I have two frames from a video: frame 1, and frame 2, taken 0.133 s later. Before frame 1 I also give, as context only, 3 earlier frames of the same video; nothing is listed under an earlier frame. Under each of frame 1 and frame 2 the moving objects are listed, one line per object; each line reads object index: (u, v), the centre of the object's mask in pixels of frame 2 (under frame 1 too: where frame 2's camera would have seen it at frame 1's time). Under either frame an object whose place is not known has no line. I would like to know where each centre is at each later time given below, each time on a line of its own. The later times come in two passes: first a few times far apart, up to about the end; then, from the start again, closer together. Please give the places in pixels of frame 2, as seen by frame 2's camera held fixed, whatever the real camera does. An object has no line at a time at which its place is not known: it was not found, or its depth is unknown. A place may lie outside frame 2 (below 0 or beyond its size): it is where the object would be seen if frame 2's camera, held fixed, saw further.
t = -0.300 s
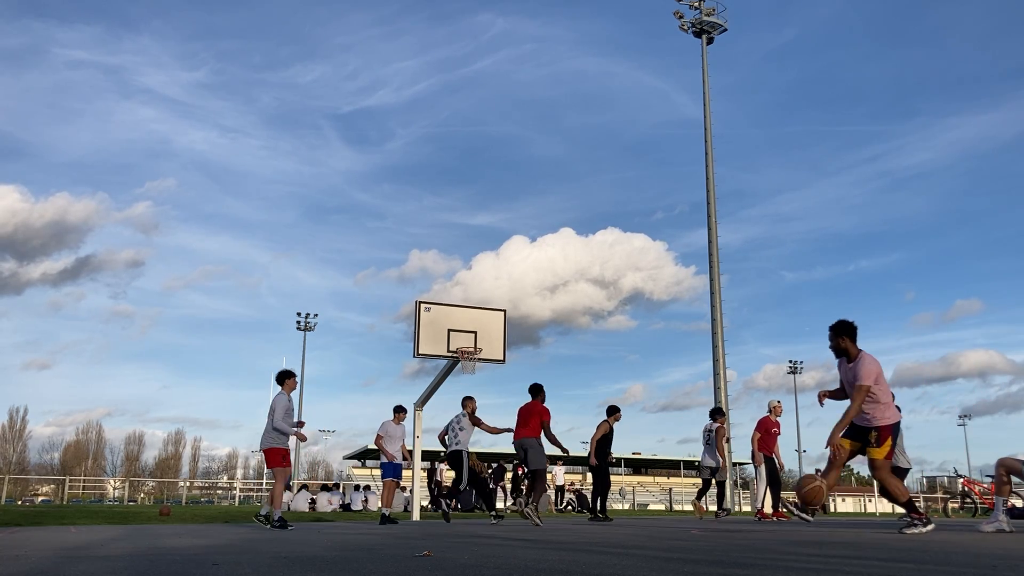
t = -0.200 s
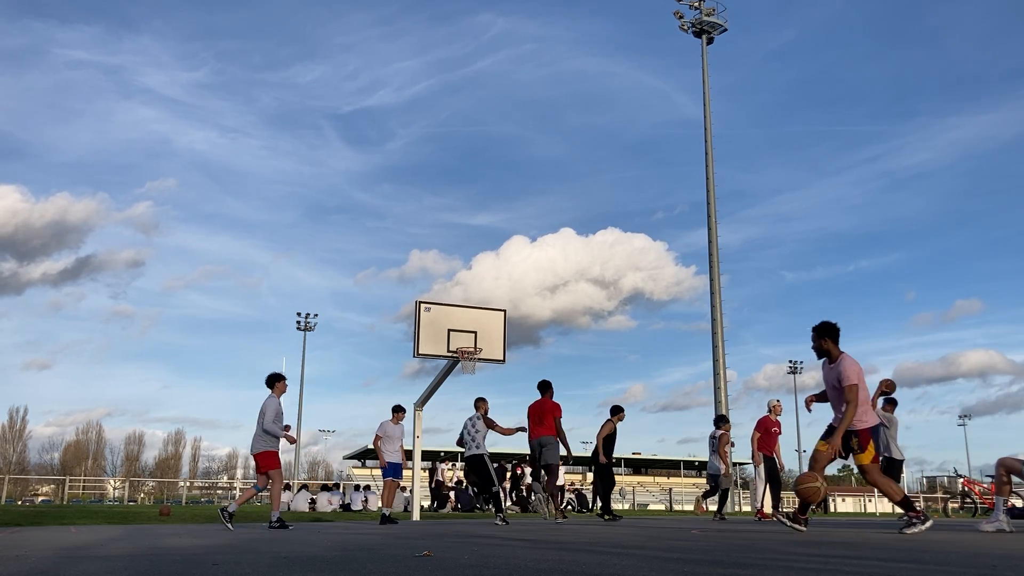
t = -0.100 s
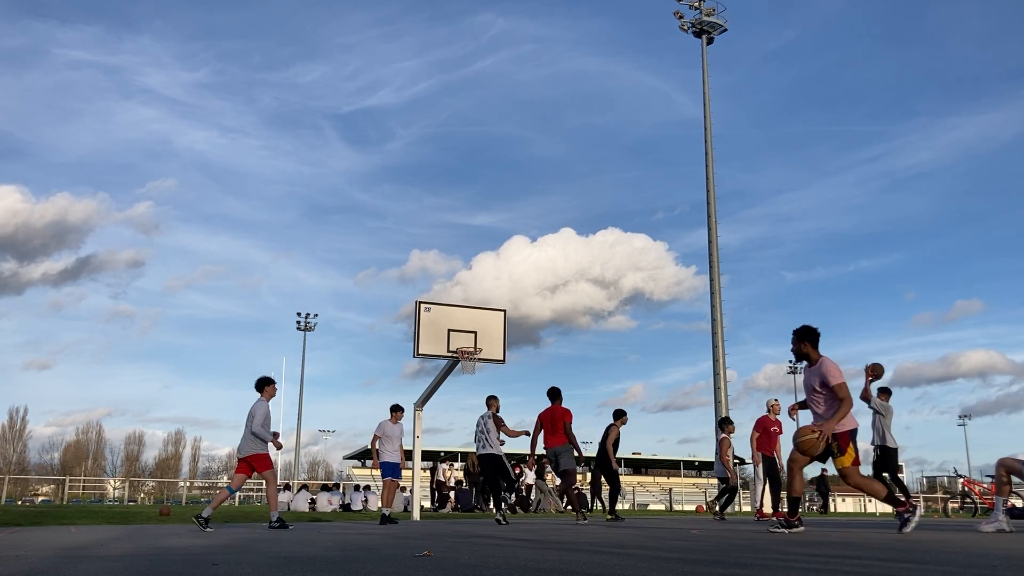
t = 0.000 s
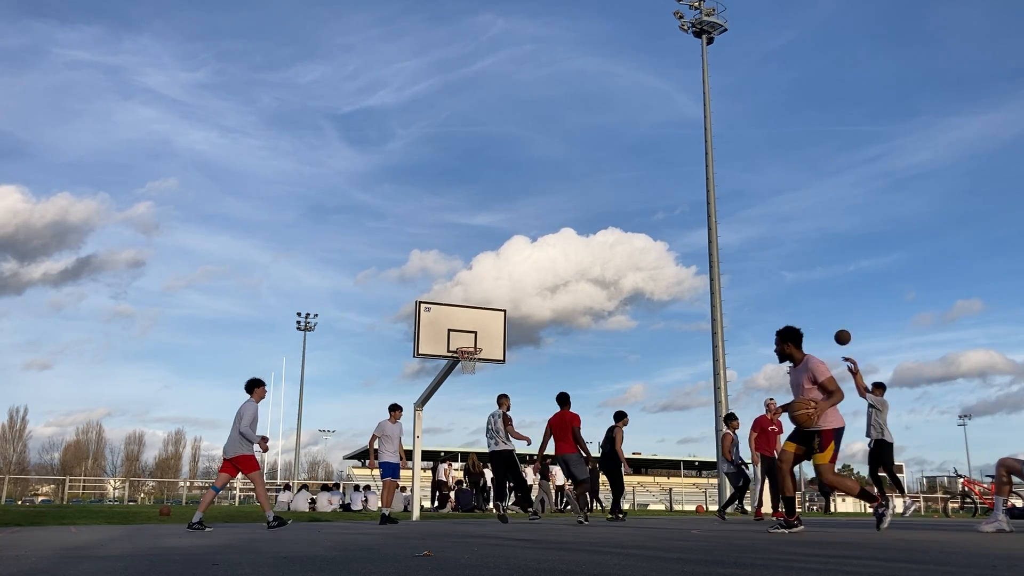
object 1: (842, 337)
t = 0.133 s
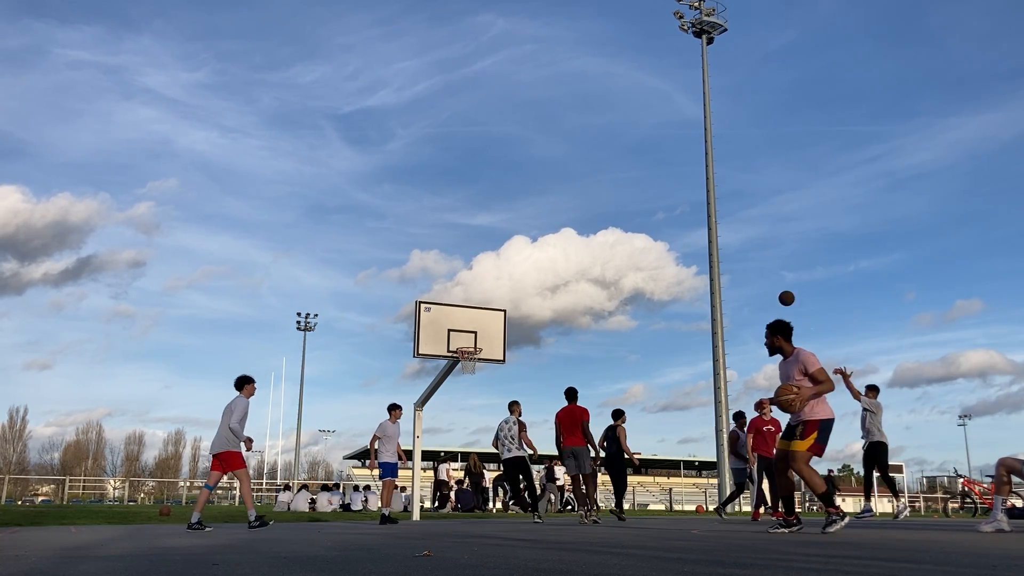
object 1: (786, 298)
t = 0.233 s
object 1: (747, 278)
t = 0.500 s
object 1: (654, 254)
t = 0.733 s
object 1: (581, 267)
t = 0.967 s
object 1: (515, 306)
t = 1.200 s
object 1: (460, 365)
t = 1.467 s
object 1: (453, 387)
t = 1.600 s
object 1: (449, 414)
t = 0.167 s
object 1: (773, 290)
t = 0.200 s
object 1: (760, 284)
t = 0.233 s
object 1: (747, 278)
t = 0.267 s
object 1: (735, 272)
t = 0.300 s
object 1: (723, 268)
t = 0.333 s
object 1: (711, 264)
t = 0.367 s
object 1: (699, 261)
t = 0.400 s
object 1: (687, 258)
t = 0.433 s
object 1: (676, 256)
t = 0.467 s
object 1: (665, 255)
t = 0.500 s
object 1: (654, 254)
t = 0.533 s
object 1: (643, 254)
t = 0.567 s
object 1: (632, 255)
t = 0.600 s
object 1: (622, 256)
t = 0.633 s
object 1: (612, 258)
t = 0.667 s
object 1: (601, 260)
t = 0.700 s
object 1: (591, 263)
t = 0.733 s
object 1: (581, 267)
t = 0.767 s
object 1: (572, 271)
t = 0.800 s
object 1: (562, 275)
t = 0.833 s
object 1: (553, 280)
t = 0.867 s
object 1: (543, 286)
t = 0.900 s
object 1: (534, 292)
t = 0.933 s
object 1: (525, 299)
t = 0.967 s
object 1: (515, 306)
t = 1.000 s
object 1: (506, 314)
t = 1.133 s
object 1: (471, 350)
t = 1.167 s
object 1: (465, 357)
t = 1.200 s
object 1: (460, 365)
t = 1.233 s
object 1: (459, 364)
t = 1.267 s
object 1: (458, 365)
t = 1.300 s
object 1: (457, 368)
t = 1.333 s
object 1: (456, 370)
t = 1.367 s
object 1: (456, 374)
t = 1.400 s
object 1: (455, 378)
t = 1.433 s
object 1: (454, 382)
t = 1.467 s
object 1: (453, 387)
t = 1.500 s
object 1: (452, 393)
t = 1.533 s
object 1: (451, 399)
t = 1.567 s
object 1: (450, 407)
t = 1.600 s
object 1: (449, 414)
